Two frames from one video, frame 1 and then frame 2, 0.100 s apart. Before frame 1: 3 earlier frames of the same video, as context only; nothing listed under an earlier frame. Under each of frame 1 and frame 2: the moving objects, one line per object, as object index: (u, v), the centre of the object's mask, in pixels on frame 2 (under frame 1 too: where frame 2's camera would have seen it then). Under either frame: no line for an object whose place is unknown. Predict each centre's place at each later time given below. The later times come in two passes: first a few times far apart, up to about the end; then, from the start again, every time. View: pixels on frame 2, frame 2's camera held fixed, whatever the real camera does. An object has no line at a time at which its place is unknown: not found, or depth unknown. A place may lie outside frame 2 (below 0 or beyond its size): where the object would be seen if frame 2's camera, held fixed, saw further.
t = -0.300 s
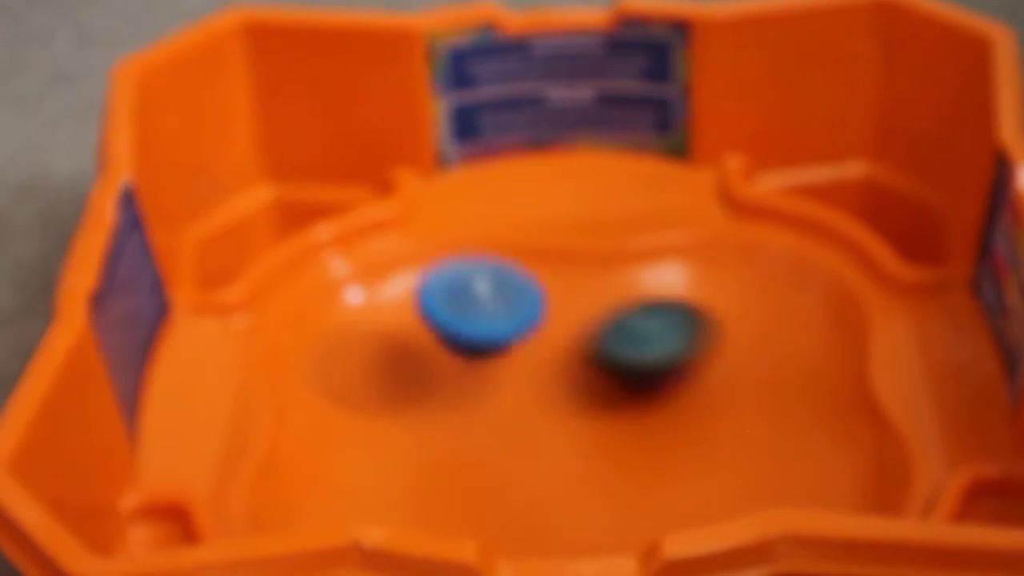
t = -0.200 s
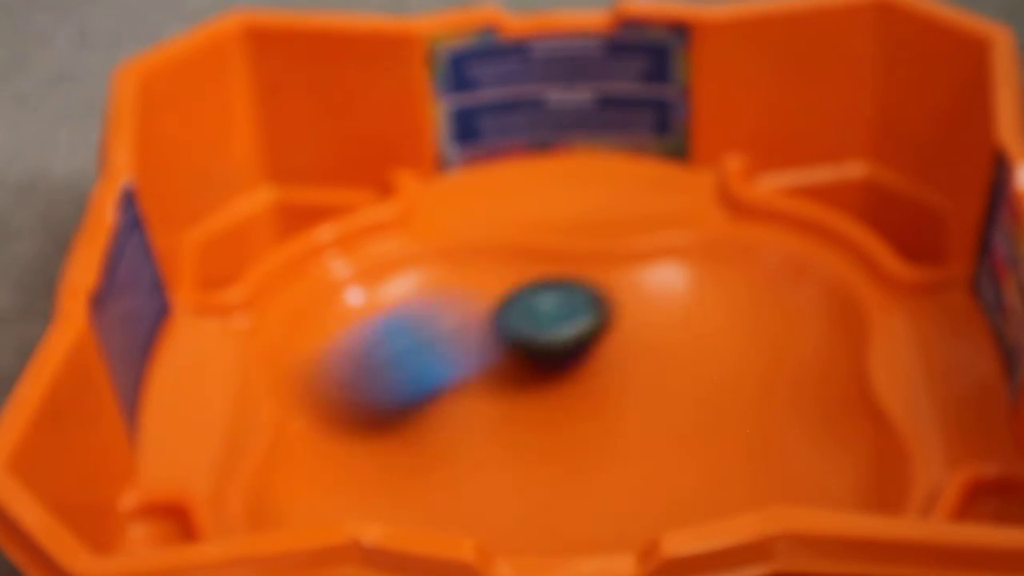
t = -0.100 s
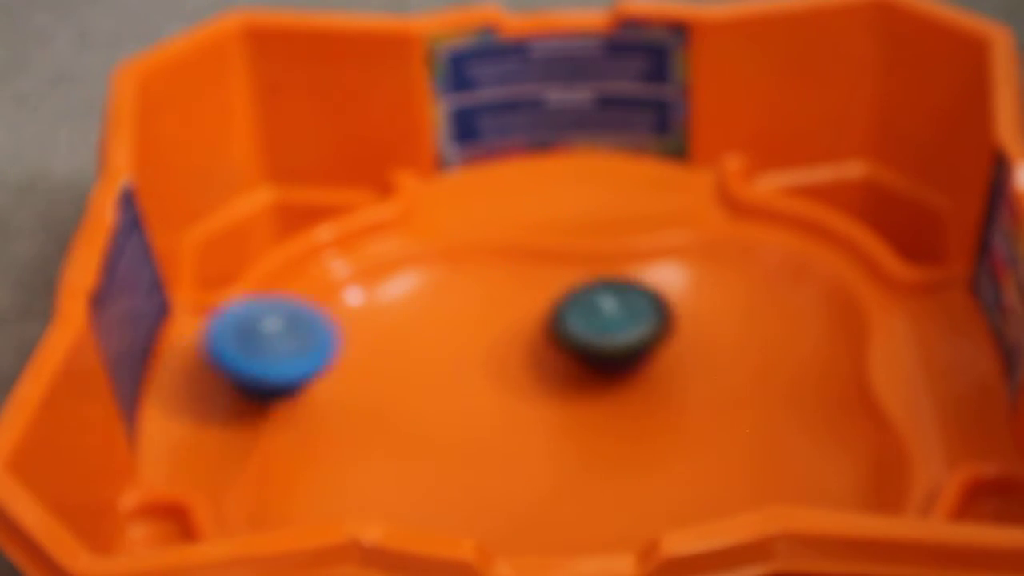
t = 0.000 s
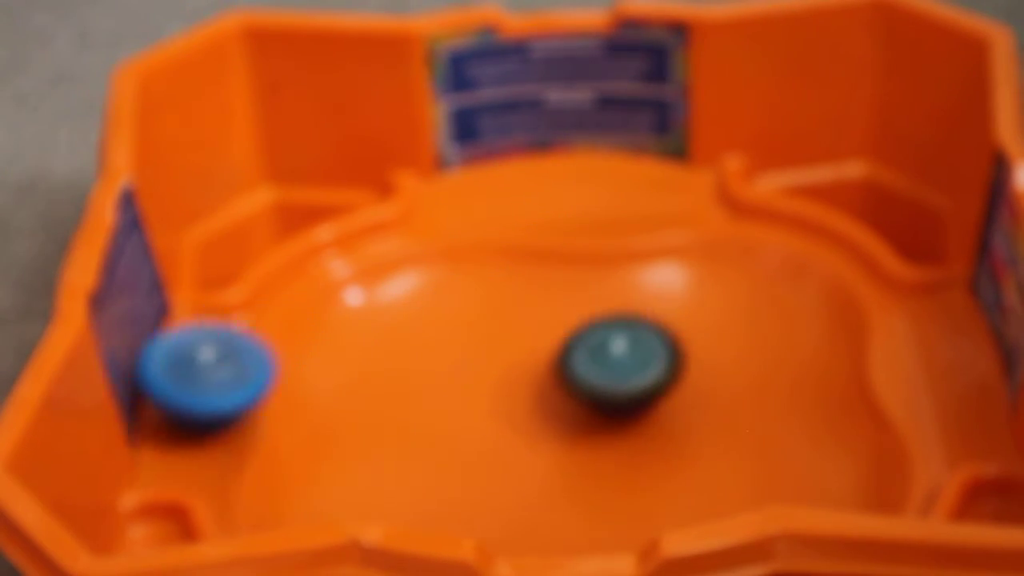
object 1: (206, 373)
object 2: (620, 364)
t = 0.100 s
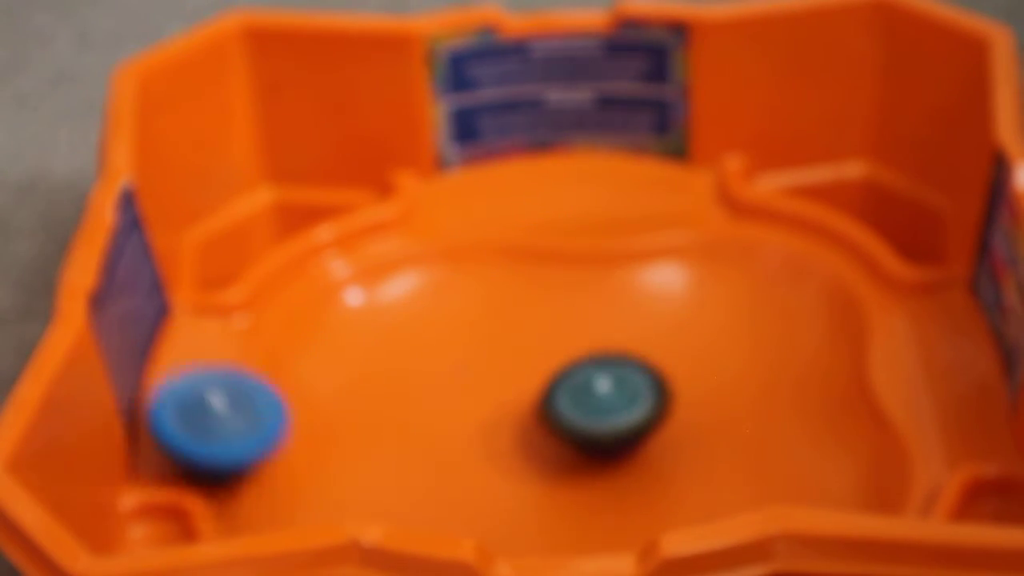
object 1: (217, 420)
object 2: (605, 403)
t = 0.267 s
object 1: (345, 497)
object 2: (618, 454)
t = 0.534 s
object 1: (605, 443)
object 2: (812, 354)
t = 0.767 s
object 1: (363, 258)
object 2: (747, 281)
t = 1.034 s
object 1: (250, 435)
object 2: (670, 408)
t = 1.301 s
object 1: (621, 497)
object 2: (777, 473)
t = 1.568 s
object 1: (531, 328)
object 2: (721, 433)
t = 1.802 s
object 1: (313, 331)
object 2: (585, 493)
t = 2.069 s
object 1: (459, 509)
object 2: (673, 500)
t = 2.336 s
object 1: (523, 355)
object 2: (852, 414)
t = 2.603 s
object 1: (320, 330)
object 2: (656, 433)
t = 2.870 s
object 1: (416, 509)
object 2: (722, 483)
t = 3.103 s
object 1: (534, 457)
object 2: (765, 461)
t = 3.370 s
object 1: (489, 319)
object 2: (628, 444)
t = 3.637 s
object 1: (346, 396)
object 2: (484, 429)
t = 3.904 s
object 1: (551, 517)
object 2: (598, 443)
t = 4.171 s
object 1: (776, 401)
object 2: (698, 337)
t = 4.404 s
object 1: (687, 386)
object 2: (699, 280)
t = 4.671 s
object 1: (560, 477)
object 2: (697, 371)
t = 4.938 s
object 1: (594, 513)
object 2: (592, 436)
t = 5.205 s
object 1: (650, 462)
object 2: (496, 412)
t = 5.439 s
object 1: (575, 402)
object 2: (459, 346)
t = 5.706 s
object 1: (520, 418)
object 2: (487, 317)
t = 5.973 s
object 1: (596, 486)
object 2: (489, 377)
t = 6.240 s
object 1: (798, 463)
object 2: (459, 412)
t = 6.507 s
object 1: (661, 378)
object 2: (478, 450)
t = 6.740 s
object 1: (481, 385)
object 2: (509, 488)
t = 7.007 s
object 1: (395, 448)
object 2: (525, 492)
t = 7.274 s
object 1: (406, 492)
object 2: (600, 480)
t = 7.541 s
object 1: (453, 395)
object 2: (792, 471)
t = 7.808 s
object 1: (413, 295)
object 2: (750, 484)
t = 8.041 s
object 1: (414, 345)
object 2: (585, 506)
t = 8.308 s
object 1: (623, 399)
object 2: (430, 507)
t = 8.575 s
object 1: (785, 359)
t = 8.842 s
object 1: (667, 358)
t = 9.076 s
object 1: (524, 454)
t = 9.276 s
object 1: (556, 486)
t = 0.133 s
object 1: (231, 433)
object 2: (605, 415)
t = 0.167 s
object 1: (245, 445)
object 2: (607, 425)
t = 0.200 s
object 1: (265, 464)
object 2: (609, 434)
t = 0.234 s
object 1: (293, 483)
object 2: (612, 444)
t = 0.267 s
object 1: (345, 497)
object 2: (618, 454)
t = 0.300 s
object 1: (434, 506)
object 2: (627, 462)
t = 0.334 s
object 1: (508, 509)
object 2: (637, 469)
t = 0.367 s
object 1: (530, 508)
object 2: (690, 461)
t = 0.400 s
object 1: (538, 507)
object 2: (749, 440)
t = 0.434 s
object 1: (551, 501)
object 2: (794, 414)
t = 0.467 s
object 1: (569, 489)
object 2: (818, 385)
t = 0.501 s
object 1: (589, 467)
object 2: (819, 363)
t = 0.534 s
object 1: (605, 443)
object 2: (812, 354)
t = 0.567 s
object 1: (615, 414)
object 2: (788, 345)
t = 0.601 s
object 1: (617, 384)
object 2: (761, 334)
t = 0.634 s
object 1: (610, 355)
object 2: (742, 320)
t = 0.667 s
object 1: (551, 326)
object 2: (757, 302)
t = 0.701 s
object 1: (490, 302)
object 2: (766, 289)
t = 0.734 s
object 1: (426, 279)
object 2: (764, 281)
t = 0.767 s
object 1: (363, 258)
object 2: (747, 281)
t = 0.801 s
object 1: (309, 253)
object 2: (724, 285)
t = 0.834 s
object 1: (269, 262)
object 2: (704, 297)
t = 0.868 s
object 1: (235, 289)
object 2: (688, 315)
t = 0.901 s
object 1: (212, 315)
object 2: (677, 337)
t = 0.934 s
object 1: (204, 347)
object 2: (670, 356)
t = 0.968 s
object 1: (204, 386)
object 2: (668, 375)
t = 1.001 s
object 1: (215, 428)
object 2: (668, 392)
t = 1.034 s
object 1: (250, 435)
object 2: (670, 408)
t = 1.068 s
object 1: (290, 459)
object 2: (670, 424)
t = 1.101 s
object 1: (334, 488)
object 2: (666, 442)
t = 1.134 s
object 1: (422, 506)
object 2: (664, 460)
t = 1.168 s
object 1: (507, 513)
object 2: (660, 478)
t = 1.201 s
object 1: (553, 508)
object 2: (683, 482)
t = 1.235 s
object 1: (577, 505)
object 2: (717, 479)
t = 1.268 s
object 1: (602, 507)
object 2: (747, 478)
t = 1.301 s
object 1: (621, 497)
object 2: (777, 473)
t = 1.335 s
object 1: (628, 485)
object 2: (803, 469)
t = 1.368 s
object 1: (629, 465)
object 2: (817, 462)
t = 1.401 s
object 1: (625, 444)
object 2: (818, 453)
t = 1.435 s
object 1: (616, 420)
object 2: (806, 442)
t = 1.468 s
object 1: (601, 397)
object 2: (787, 433)
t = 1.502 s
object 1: (582, 372)
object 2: (765, 429)
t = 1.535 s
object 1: (558, 349)
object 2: (743, 428)
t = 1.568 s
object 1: (531, 328)
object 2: (721, 433)
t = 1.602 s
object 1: (500, 308)
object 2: (698, 440)
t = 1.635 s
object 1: (464, 292)
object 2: (677, 449)
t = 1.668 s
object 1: (422, 279)
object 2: (655, 458)
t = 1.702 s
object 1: (381, 271)
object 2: (635, 467)
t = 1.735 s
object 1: (344, 275)
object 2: (615, 477)
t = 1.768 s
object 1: (318, 297)
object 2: (599, 486)
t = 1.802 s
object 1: (313, 331)
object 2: (585, 493)
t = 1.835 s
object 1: (327, 369)
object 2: (573, 498)
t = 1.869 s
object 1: (358, 417)
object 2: (562, 501)
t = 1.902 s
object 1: (398, 465)
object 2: (552, 503)
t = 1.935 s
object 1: (408, 486)
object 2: (573, 506)
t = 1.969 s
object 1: (409, 495)
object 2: (603, 507)
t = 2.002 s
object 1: (418, 502)
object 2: (628, 506)
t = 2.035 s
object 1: (437, 507)
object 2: (652, 504)
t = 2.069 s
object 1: (459, 509)
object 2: (673, 500)
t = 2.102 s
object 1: (482, 509)
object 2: (692, 495)
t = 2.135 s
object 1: (509, 505)
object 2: (711, 488)
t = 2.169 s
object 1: (540, 494)
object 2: (725, 481)
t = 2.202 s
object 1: (573, 473)
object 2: (733, 473)
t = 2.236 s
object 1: (592, 448)
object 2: (745, 462)
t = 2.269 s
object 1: (572, 415)
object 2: (796, 450)
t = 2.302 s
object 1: (548, 382)
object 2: (835, 432)
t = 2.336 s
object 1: (523, 355)
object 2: (852, 414)
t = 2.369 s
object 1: (495, 328)
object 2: (852, 404)
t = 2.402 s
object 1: (463, 303)
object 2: (837, 406)
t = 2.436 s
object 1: (425, 279)
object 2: (808, 414)
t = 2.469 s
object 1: (389, 261)
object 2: (772, 420)
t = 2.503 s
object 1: (357, 256)
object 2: (736, 423)
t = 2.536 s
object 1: (332, 266)
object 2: (704, 425)
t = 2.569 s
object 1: (318, 294)
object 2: (679, 427)
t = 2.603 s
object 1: (320, 330)
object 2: (656, 433)
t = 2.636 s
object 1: (339, 369)
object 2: (638, 441)
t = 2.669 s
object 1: (374, 414)
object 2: (623, 451)
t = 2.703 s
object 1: (414, 455)
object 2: (610, 463)
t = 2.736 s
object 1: (454, 483)
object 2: (603, 474)
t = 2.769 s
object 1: (442, 497)
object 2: (642, 481)
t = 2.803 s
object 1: (428, 504)
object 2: (679, 483)
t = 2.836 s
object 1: (419, 506)
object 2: (704, 483)
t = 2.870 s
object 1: (416, 509)
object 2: (722, 483)
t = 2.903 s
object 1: (422, 510)
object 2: (738, 482)
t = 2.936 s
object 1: (433, 509)
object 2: (753, 480)
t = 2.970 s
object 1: (449, 507)
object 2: (766, 477)
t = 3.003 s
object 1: (471, 502)
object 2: (773, 473)
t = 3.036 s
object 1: (496, 492)
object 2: (775, 470)
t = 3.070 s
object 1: (518, 476)
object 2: (773, 465)
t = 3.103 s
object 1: (534, 457)
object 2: (765, 461)
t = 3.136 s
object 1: (545, 439)
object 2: (753, 458)
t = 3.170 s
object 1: (550, 420)
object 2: (738, 455)
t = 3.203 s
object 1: (551, 403)
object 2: (723, 452)
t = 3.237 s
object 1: (547, 385)
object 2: (705, 449)
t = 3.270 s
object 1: (539, 367)
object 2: (687, 448)
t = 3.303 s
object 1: (526, 350)
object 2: (668, 447)
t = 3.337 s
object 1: (509, 335)
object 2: (648, 445)
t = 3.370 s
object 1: (489, 319)
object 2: (628, 444)
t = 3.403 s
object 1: (464, 307)
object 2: (609, 442)
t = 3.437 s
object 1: (434, 297)
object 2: (591, 441)
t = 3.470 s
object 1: (402, 294)
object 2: (573, 439)
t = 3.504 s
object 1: (372, 299)
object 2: (555, 437)
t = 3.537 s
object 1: (344, 315)
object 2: (537, 434)
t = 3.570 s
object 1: (329, 337)
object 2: (518, 431)
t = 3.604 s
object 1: (330, 364)
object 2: (499, 429)
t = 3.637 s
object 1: (346, 396)
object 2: (484, 429)
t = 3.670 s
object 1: (334, 417)
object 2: (502, 435)
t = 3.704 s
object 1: (321, 440)
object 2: (524, 442)
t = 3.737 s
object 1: (318, 471)
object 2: (541, 447)
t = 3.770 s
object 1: (327, 491)
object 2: (551, 447)
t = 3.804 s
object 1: (363, 505)
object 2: (562, 447)
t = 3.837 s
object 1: (438, 515)
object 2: (574, 448)
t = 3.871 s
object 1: (498, 516)
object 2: (586, 447)
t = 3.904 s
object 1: (551, 517)
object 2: (598, 443)
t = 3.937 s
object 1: (605, 510)
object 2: (612, 431)
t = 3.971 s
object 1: (648, 505)
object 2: (630, 412)
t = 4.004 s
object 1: (692, 496)
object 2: (647, 396)
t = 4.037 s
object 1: (732, 485)
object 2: (662, 381)
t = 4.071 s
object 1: (763, 471)
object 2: (673, 372)
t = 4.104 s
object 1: (779, 452)
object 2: (684, 361)
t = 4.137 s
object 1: (782, 427)
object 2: (693, 351)
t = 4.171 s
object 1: (776, 401)
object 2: (698, 337)
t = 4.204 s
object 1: (774, 390)
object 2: (703, 320)
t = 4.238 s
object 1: (765, 382)
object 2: (705, 304)
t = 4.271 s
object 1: (750, 374)
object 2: (708, 292)
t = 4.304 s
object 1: (733, 372)
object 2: (708, 282)
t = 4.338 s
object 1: (717, 376)
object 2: (707, 276)
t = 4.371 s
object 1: (702, 381)
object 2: (702, 275)
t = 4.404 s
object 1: (687, 386)
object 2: (699, 280)
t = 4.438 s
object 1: (673, 394)
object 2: (696, 288)
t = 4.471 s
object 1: (658, 401)
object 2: (695, 297)
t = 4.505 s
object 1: (641, 412)
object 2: (696, 307)
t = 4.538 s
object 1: (623, 424)
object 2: (700, 318)
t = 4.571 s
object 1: (603, 436)
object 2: (700, 332)
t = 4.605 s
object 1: (585, 450)
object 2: (702, 345)
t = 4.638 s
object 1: (571, 463)
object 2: (700, 358)
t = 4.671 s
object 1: (560, 477)
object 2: (697, 371)
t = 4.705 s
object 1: (552, 489)
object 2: (691, 385)
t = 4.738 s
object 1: (548, 497)
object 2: (683, 397)
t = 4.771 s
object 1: (548, 502)
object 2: (669, 411)
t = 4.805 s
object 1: (552, 505)
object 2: (654, 424)
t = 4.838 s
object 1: (560, 507)
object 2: (636, 435)
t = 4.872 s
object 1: (570, 509)
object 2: (621, 438)
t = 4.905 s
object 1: (580, 513)
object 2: (607, 437)
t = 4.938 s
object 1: (594, 513)
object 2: (592, 436)
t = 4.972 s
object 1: (612, 512)
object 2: (575, 439)
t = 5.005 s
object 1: (632, 509)
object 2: (562, 439)
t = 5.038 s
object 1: (651, 506)
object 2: (549, 438)
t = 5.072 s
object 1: (666, 499)
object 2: (537, 434)
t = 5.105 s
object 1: (675, 492)
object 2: (525, 429)
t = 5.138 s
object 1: (675, 485)
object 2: (513, 423)
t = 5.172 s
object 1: (666, 475)
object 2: (503, 418)
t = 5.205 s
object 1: (650, 462)
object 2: (496, 412)
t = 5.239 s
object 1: (630, 448)
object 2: (492, 407)
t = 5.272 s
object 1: (608, 433)
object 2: (485, 399)
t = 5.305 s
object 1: (602, 425)
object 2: (473, 386)
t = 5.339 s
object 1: (599, 420)
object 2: (463, 374)
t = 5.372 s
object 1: (593, 414)
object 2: (460, 364)
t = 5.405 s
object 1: (585, 408)
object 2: (461, 354)
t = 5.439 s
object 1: (575, 402)
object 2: (459, 346)
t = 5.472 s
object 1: (563, 397)
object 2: (460, 337)
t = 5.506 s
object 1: (550, 394)
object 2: (463, 328)
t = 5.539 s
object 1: (538, 393)
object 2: (466, 319)
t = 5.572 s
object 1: (531, 396)
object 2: (471, 313)
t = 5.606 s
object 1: (524, 401)
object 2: (476, 310)
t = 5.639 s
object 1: (520, 405)
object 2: (481, 310)
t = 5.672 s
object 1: (519, 411)
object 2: (485, 313)
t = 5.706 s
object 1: (520, 418)
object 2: (487, 317)
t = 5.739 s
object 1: (522, 424)
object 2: (491, 323)
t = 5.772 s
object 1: (523, 431)
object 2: (494, 332)
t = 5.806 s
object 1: (525, 437)
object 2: (497, 343)
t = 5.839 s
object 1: (531, 442)
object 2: (499, 354)
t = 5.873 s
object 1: (539, 449)
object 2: (497, 366)
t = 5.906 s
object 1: (555, 463)
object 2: (496, 373)
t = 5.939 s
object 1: (573, 475)
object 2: (495, 373)
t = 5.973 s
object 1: (596, 486)
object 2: (489, 377)
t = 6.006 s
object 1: (620, 493)
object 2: (480, 383)
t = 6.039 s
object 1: (646, 497)
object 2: (475, 387)
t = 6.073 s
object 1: (677, 497)
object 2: (473, 391)
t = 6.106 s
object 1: (706, 493)
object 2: (468, 395)
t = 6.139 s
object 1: (737, 488)
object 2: (462, 400)
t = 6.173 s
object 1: (767, 482)
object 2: (458, 404)
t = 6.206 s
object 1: (788, 473)
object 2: (458, 408)
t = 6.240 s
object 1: (798, 463)
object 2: (459, 412)
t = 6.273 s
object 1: (798, 450)
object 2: (458, 417)
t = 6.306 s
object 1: (786, 433)
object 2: (457, 420)
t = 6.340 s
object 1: (767, 417)
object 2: (458, 424)
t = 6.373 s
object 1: (746, 403)
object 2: (463, 429)
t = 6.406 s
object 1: (725, 393)
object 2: (465, 434)
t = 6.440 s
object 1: (704, 386)
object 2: (468, 440)
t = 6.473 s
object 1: (683, 381)
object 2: (473, 445)
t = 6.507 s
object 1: (661, 378)
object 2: (478, 450)
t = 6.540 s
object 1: (636, 376)
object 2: (484, 455)
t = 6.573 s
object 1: (610, 377)
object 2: (491, 460)
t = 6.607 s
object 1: (582, 378)
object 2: (496, 464)
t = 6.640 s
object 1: (554, 380)
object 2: (502, 470)
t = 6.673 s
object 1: (528, 379)
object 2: (505, 478)
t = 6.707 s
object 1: (503, 381)
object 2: (506, 484)
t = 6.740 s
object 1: (481, 385)
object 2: (509, 488)
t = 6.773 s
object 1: (462, 389)
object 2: (514, 492)
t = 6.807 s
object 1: (446, 394)
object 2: (517, 495)
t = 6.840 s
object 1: (432, 400)
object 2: (516, 497)
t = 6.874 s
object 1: (421, 407)
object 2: (517, 498)
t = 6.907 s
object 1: (412, 416)
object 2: (521, 499)
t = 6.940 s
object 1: (404, 425)
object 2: (523, 497)
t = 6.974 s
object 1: (399, 435)
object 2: (525, 495)
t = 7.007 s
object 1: (395, 448)
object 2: (525, 492)
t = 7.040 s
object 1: (384, 455)
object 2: (534, 489)
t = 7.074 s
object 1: (368, 458)
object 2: (545, 488)
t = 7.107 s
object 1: (360, 465)
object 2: (552, 488)
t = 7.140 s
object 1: (356, 473)
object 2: (560, 486)
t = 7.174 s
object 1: (357, 481)
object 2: (566, 485)
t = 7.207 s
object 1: (366, 486)
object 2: (576, 481)
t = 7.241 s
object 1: (384, 490)
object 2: (589, 479)
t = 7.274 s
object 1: (406, 492)
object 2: (600, 480)
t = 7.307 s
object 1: (431, 492)
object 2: (609, 481)
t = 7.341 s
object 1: (454, 489)
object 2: (617, 481)
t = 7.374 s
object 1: (478, 483)
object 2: (625, 479)
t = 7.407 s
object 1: (488, 471)
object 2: (650, 479)
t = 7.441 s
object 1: (475, 449)
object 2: (687, 479)
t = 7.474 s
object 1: (464, 428)
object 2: (725, 477)
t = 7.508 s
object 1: (457, 410)
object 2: (762, 473)
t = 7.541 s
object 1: (453, 395)
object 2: (792, 471)
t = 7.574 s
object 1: (451, 381)
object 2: (817, 469)
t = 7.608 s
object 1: (448, 366)
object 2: (827, 466)
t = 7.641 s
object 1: (444, 353)
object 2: (828, 464)
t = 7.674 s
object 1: (441, 339)
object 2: (819, 465)
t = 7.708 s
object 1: (436, 324)
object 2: (810, 468)
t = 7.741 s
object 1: (430, 311)
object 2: (797, 473)
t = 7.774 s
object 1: (423, 301)
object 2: (774, 479)
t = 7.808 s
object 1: (413, 295)
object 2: (750, 484)
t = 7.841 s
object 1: (402, 293)
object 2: (726, 488)
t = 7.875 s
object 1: (393, 294)
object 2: (706, 492)
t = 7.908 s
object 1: (387, 299)
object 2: (681, 495)
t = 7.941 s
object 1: (385, 309)
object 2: (657, 499)
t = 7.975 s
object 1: (388, 321)
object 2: (632, 503)
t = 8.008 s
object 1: (397, 334)
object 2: (609, 505)
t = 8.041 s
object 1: (414, 345)
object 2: (585, 506)
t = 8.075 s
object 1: (435, 353)
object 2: (562, 508)
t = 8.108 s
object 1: (460, 362)
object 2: (539, 509)
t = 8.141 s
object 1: (486, 369)
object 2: (517, 509)
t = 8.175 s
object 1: (514, 376)
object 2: (499, 509)
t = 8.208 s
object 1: (540, 382)
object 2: (478, 507)
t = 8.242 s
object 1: (567, 387)
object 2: (460, 506)
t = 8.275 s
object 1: (595, 393)
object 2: (445, 506)
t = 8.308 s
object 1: (623, 399)
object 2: (430, 507)
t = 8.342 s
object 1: (652, 402)
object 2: (418, 506)
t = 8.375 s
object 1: (682, 403)
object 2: (407, 506)
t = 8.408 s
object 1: (712, 401)
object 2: (397, 506)
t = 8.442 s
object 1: (739, 398)
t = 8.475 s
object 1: (762, 391)
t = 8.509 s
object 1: (777, 381)
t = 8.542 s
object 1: (785, 369)
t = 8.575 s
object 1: (785, 359)
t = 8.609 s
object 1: (779, 349)
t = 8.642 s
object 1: (770, 340)
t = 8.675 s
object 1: (758, 333)
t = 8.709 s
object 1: (744, 329)
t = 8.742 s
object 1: (728, 330)
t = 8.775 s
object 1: (710, 336)
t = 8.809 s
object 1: (689, 346)
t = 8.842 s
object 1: (667, 358)
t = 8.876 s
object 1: (646, 370)
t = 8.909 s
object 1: (625, 384)
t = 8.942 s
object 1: (603, 398)
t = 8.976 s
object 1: (581, 412)
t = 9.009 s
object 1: (560, 427)
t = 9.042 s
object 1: (539, 441)
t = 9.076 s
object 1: (524, 454)
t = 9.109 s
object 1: (522, 462)
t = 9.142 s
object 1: (523, 468)
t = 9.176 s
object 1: (527, 474)
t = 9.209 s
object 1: (535, 479)
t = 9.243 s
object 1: (545, 483)
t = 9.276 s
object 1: (556, 486)
